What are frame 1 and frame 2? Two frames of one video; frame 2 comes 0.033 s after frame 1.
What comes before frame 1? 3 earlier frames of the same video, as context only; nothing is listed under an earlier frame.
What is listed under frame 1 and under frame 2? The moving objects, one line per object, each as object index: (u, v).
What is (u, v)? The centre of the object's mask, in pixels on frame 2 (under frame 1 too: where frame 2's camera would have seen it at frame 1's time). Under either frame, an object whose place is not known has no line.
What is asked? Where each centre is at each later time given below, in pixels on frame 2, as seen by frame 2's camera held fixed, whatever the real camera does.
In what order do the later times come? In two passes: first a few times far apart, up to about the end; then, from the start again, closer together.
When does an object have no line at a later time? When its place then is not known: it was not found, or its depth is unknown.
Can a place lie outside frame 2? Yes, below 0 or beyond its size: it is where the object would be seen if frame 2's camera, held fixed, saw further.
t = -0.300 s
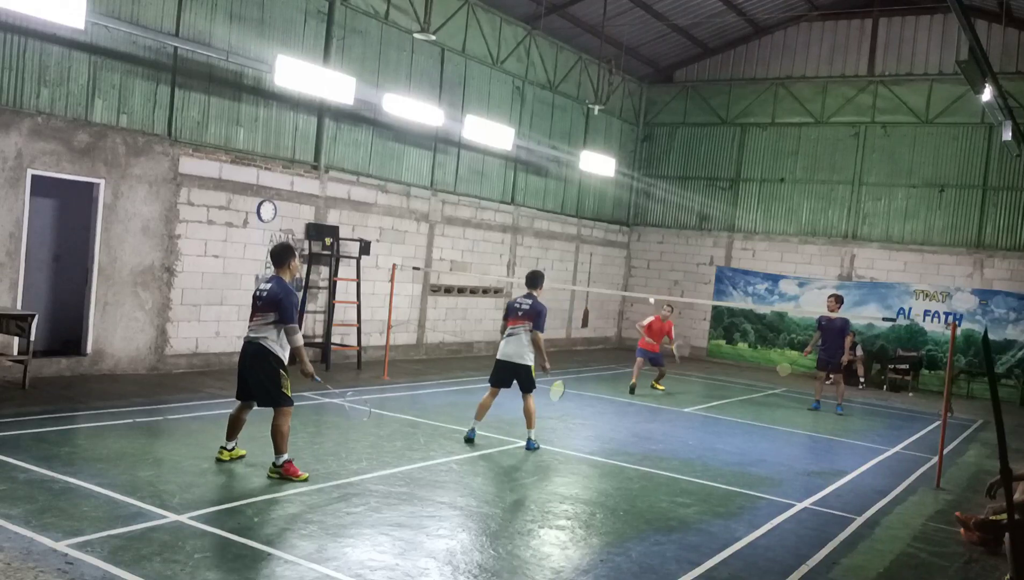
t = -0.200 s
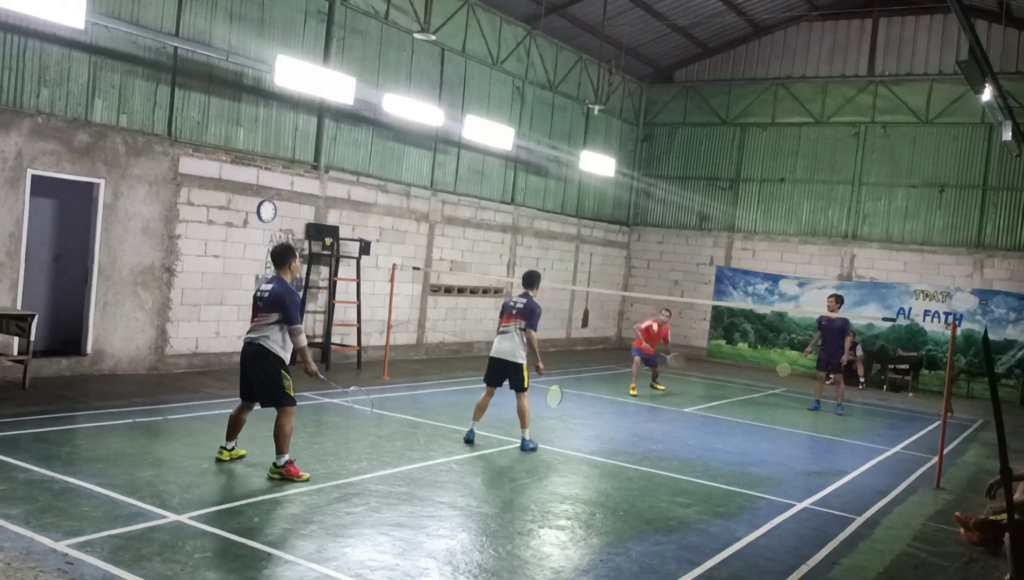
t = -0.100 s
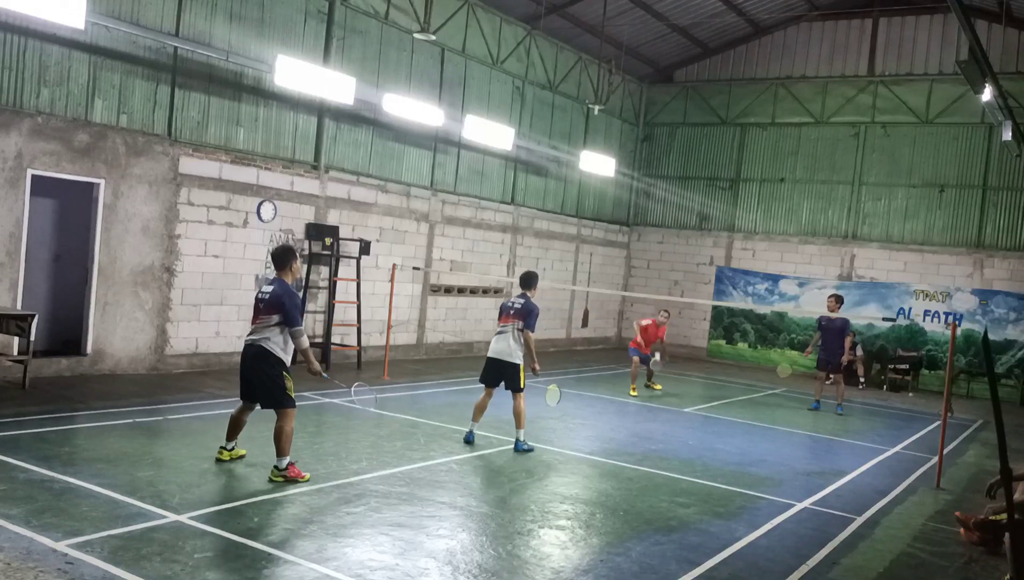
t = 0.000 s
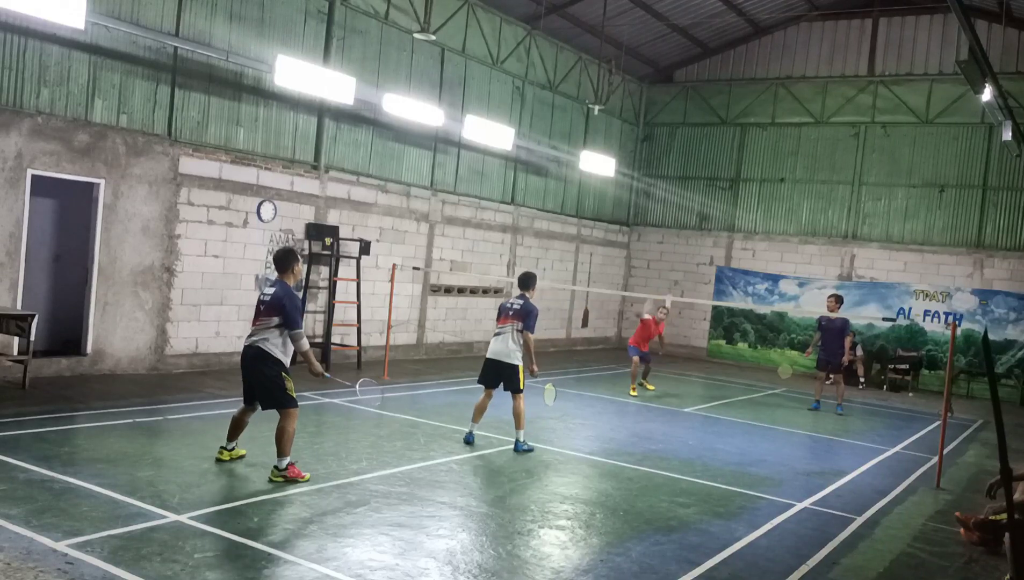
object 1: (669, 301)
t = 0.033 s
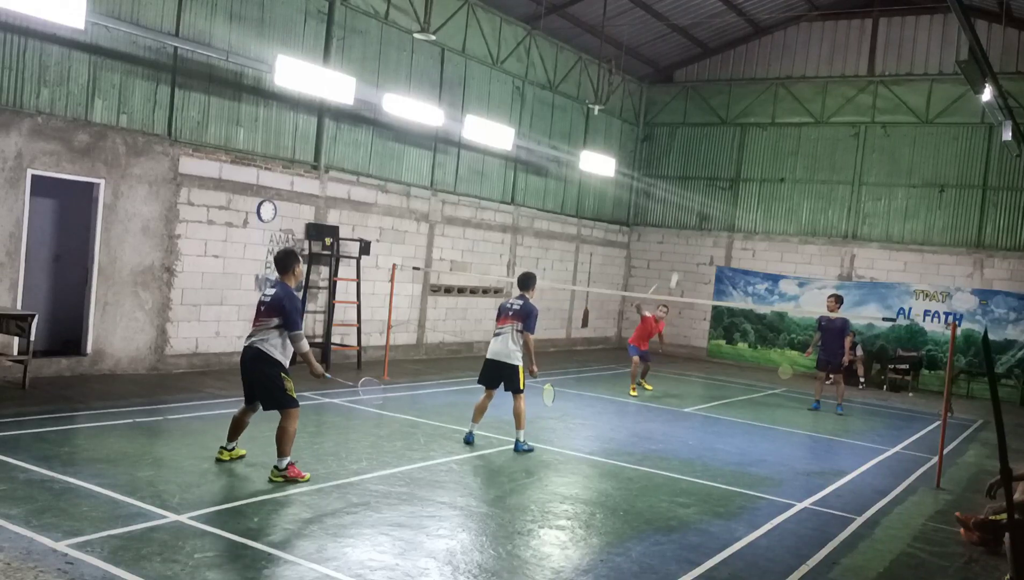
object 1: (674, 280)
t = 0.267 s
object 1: (694, 172)
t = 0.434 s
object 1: (702, 133)
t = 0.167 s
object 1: (687, 209)
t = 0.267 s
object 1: (694, 172)
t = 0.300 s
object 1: (697, 161)
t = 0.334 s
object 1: (699, 152)
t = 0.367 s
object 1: (701, 145)
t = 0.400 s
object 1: (701, 137)
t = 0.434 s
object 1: (702, 133)
